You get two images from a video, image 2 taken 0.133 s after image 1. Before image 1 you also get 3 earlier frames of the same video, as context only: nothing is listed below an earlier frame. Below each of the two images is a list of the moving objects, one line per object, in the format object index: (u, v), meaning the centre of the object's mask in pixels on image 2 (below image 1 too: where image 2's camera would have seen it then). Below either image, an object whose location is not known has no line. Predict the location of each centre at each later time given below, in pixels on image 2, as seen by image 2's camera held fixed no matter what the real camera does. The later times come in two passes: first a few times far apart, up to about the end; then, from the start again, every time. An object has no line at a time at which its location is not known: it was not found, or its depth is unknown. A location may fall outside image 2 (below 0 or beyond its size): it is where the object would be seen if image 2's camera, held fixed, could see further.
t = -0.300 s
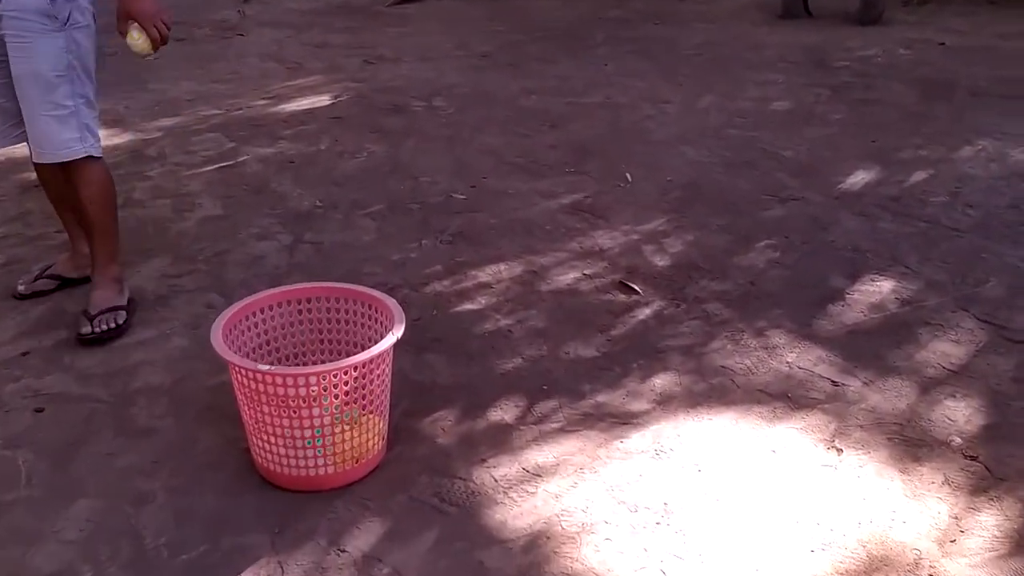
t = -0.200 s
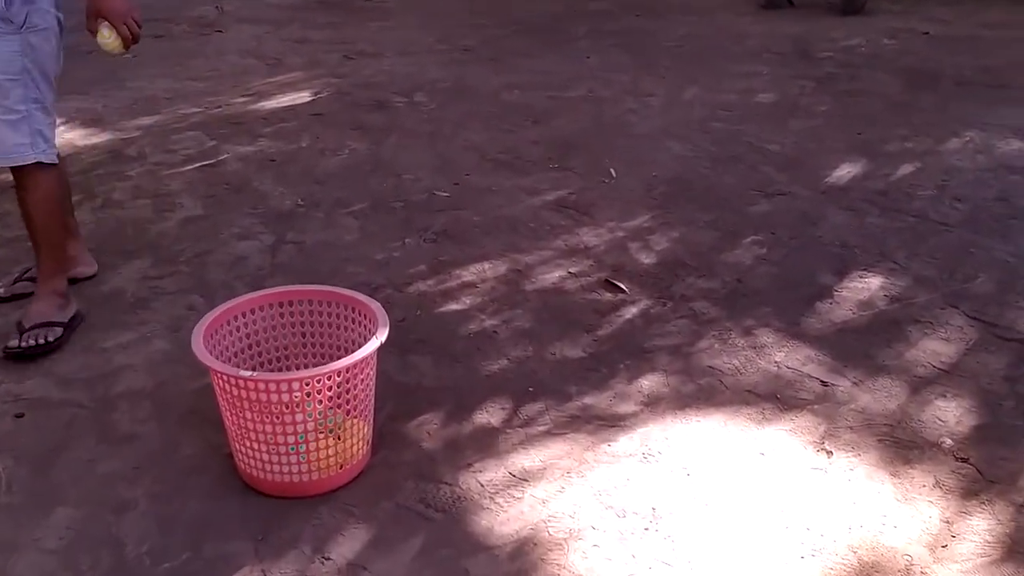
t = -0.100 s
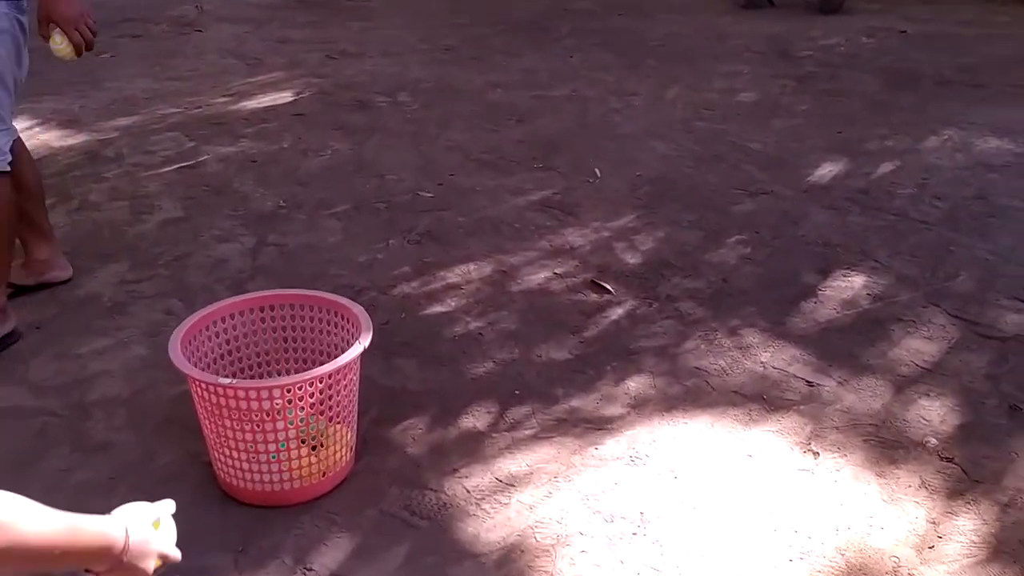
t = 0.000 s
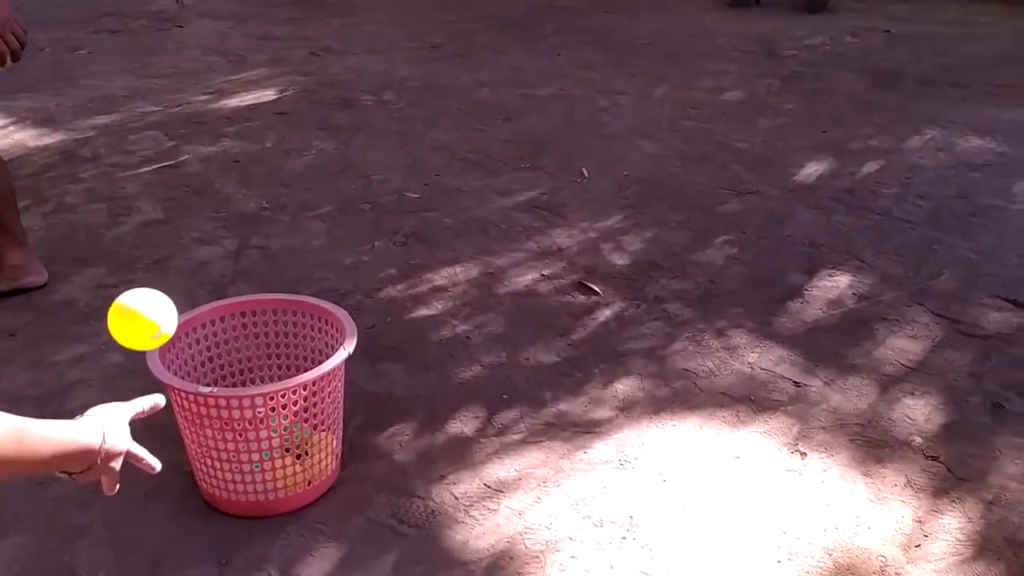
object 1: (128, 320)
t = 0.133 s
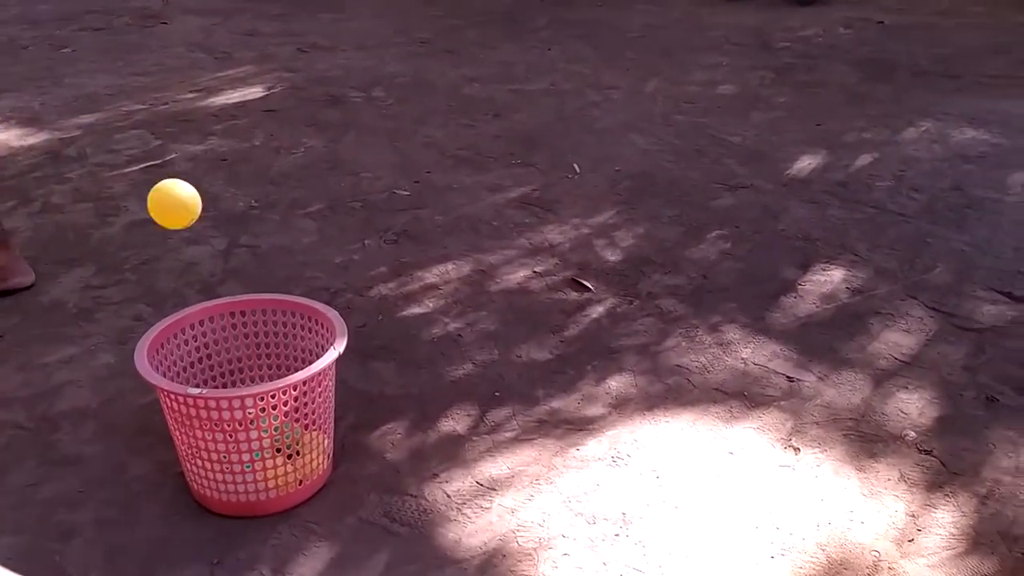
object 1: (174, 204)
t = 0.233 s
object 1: (210, 213)
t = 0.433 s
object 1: (255, 228)
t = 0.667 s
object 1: (281, 232)
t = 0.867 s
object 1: (308, 268)
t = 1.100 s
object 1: (339, 246)
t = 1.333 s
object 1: (361, 217)
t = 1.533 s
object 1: (369, 205)
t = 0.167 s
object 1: (186, 200)
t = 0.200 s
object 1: (198, 204)
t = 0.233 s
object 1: (210, 213)
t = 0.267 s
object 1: (222, 228)
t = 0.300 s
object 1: (234, 246)
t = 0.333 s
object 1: (245, 267)
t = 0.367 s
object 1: (251, 270)
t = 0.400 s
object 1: (253, 246)
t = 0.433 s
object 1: (255, 228)
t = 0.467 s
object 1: (257, 214)
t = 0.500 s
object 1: (259, 205)
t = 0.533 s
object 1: (262, 201)
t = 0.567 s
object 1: (267, 202)
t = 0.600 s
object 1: (271, 209)
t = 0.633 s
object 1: (276, 219)
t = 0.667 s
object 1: (281, 232)
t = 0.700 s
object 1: (286, 248)
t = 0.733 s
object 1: (291, 268)
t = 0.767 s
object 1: (297, 289)
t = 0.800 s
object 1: (303, 294)
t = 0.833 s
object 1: (305, 282)
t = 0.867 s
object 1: (308, 268)
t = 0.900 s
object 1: (313, 259)
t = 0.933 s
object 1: (317, 253)
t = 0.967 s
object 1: (321, 251)
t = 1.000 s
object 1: (325, 251)
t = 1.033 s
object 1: (330, 255)
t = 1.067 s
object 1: (335, 257)
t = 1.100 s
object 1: (339, 246)
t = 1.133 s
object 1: (342, 239)
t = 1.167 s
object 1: (345, 234)
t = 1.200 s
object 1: (349, 233)
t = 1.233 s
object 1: (354, 235)
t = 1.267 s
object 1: (356, 227)
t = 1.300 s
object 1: (358, 220)
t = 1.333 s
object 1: (361, 217)
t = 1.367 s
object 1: (364, 218)
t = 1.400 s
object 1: (366, 217)
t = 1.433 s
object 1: (366, 211)
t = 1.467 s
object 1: (367, 210)
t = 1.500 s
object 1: (368, 207)
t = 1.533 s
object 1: (369, 205)
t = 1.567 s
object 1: (370, 203)
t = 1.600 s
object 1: (370, 200)
